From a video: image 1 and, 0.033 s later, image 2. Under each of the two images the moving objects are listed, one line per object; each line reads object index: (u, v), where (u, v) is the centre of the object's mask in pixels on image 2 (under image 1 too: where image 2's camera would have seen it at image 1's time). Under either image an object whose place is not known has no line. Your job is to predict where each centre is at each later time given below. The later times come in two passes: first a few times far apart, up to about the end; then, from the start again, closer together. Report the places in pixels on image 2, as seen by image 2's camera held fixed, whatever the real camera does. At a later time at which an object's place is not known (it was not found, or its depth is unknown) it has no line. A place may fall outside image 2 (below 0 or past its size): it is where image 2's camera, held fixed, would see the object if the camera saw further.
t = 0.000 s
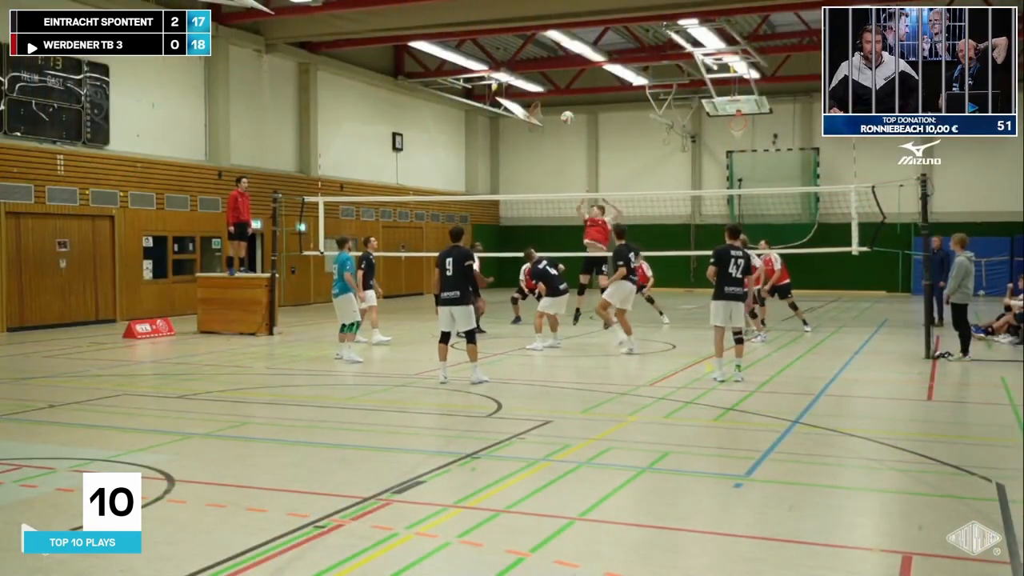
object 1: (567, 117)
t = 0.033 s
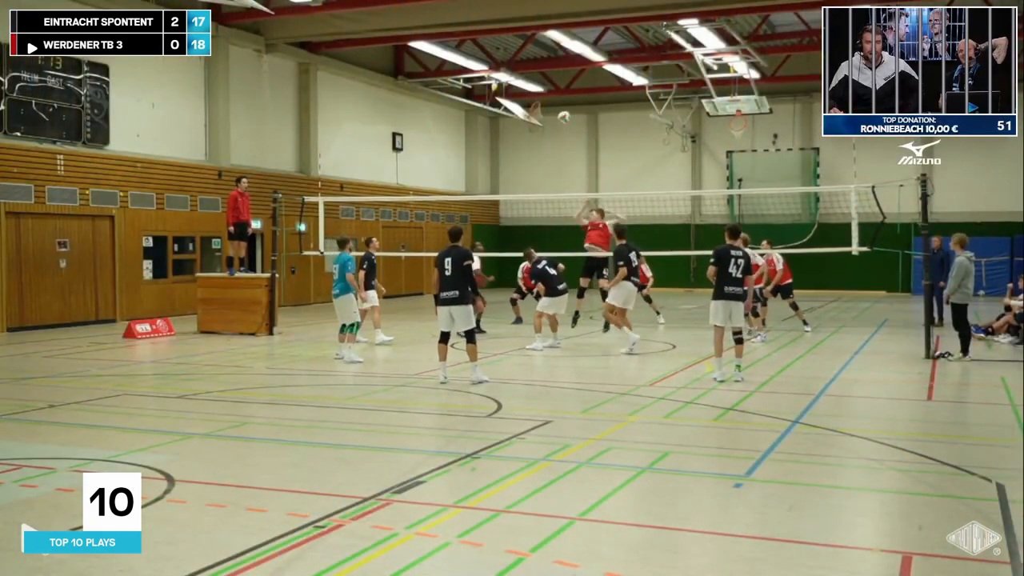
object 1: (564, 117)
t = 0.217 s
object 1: (548, 127)
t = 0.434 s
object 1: (532, 160)
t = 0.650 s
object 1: (517, 212)
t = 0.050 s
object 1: (562, 117)
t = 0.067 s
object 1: (561, 117)
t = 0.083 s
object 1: (559, 117)
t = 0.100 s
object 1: (558, 118)
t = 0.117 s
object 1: (557, 119)
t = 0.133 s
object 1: (555, 119)
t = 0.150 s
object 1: (553, 121)
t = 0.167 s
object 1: (552, 122)
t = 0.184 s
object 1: (551, 123)
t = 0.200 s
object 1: (550, 125)
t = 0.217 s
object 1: (548, 127)
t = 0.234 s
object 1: (547, 129)
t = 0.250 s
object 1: (546, 130)
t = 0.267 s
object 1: (544, 133)
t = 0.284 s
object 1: (543, 134)
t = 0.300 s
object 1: (542, 137)
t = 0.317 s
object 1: (541, 140)
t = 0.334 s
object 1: (539, 142)
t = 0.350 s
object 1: (538, 144)
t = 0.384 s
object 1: (535, 150)
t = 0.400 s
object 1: (534, 154)
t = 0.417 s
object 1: (533, 156)
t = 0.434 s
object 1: (532, 160)
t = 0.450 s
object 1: (531, 163)
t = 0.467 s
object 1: (530, 167)
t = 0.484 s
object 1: (529, 171)
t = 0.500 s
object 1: (528, 174)
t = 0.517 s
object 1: (526, 177)
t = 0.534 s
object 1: (525, 182)
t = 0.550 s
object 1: (524, 186)
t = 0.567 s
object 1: (523, 190)
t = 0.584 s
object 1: (522, 193)
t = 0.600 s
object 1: (520, 198)
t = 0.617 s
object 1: (519, 203)
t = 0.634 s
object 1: (518, 207)
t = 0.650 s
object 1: (517, 212)
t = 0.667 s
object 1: (516, 216)
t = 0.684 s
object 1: (515, 222)
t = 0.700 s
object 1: (514, 227)
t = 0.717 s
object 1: (513, 232)
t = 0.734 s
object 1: (512, 237)
